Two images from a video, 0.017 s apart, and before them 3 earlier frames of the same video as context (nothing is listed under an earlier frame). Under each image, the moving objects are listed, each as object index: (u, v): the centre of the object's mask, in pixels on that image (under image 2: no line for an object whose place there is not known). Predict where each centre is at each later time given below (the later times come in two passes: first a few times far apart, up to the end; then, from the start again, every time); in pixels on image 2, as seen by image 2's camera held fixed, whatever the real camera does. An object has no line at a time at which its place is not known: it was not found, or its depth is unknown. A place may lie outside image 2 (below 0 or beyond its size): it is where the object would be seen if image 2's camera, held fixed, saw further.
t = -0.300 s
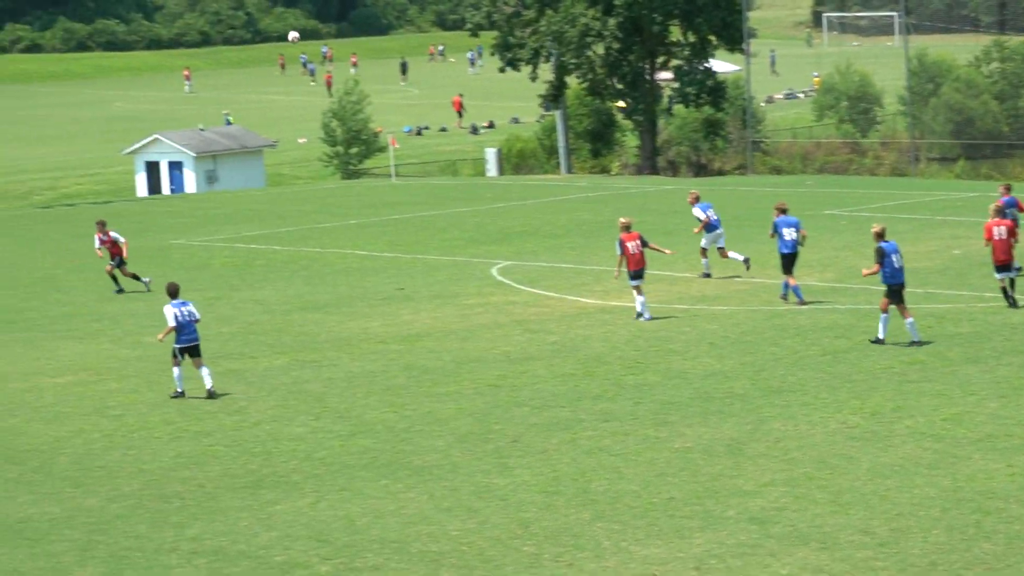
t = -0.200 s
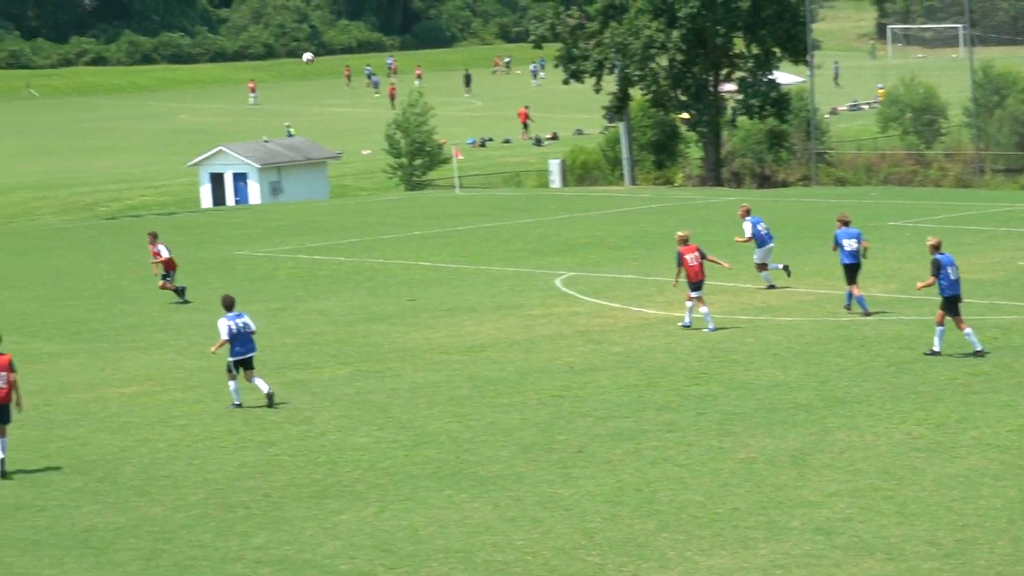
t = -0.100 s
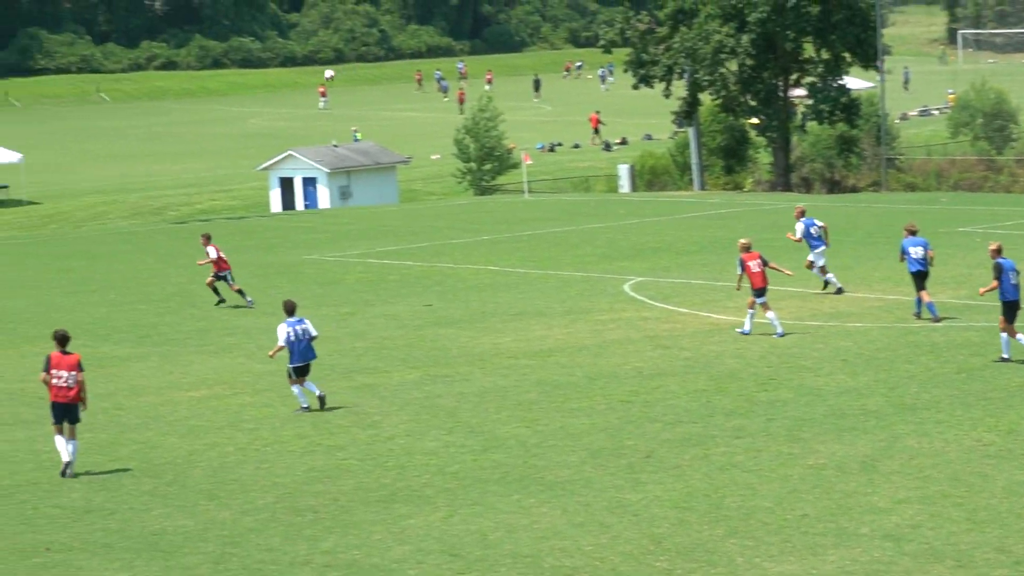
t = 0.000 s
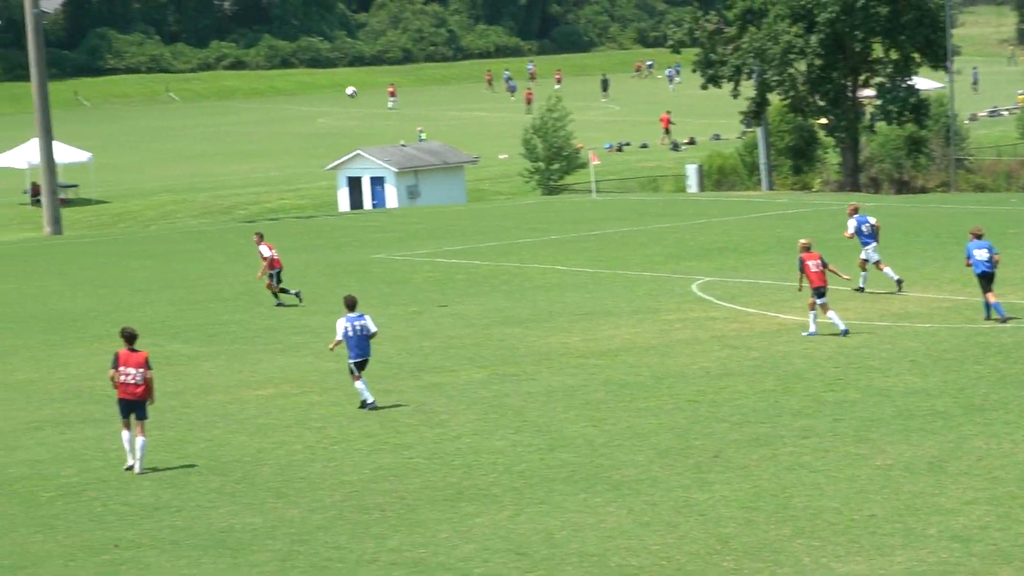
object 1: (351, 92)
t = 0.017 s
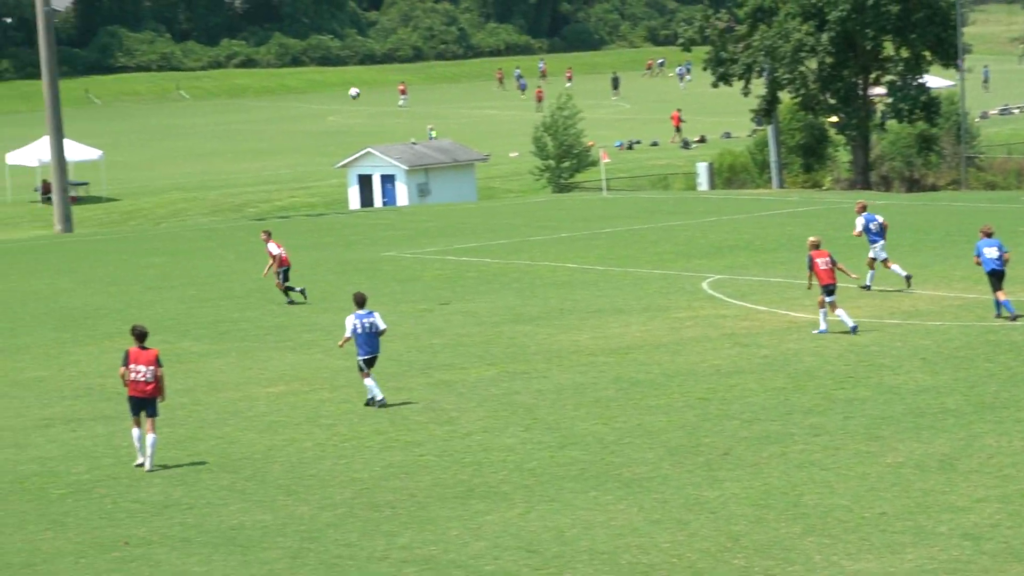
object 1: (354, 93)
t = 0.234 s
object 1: (255, 143)
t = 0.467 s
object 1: (154, 215)
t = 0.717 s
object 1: (54, 312)
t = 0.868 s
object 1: (31, 275)
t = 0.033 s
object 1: (346, 96)
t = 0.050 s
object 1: (339, 99)
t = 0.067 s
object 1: (331, 103)
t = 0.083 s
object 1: (324, 106)
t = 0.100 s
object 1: (316, 109)
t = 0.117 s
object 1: (308, 113)
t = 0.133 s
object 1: (301, 117)
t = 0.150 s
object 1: (293, 121)
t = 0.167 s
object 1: (286, 125)
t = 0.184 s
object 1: (278, 129)
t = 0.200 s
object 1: (271, 134)
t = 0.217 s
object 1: (263, 139)
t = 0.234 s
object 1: (255, 143)
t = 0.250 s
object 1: (249, 147)
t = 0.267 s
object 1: (241, 152)
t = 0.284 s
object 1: (234, 157)
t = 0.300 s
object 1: (227, 162)
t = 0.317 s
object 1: (219, 167)
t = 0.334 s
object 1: (212, 172)
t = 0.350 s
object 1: (205, 177)
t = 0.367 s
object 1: (197, 182)
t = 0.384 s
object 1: (190, 187)
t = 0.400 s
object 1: (183, 193)
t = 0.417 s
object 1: (175, 198)
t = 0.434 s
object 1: (168, 204)
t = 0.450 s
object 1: (161, 209)
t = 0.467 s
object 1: (154, 215)
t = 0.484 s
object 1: (147, 221)
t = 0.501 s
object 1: (139, 227)
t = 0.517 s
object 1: (132, 233)
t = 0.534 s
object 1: (126, 238)
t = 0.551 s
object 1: (118, 245)
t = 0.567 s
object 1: (111, 252)
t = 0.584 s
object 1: (103, 259)
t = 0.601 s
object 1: (97, 266)
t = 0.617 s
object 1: (90, 273)
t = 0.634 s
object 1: (84, 280)
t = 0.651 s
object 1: (77, 287)
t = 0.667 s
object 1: (72, 294)
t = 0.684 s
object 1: (66, 301)
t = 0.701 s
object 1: (60, 309)
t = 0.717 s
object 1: (54, 312)
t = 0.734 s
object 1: (51, 308)
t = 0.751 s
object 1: (50, 303)
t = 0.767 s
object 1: (47, 299)
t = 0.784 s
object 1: (44, 295)
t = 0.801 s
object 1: (42, 290)
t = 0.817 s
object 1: (39, 286)
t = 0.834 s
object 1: (36, 282)
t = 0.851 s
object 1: (34, 279)
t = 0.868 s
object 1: (31, 275)
